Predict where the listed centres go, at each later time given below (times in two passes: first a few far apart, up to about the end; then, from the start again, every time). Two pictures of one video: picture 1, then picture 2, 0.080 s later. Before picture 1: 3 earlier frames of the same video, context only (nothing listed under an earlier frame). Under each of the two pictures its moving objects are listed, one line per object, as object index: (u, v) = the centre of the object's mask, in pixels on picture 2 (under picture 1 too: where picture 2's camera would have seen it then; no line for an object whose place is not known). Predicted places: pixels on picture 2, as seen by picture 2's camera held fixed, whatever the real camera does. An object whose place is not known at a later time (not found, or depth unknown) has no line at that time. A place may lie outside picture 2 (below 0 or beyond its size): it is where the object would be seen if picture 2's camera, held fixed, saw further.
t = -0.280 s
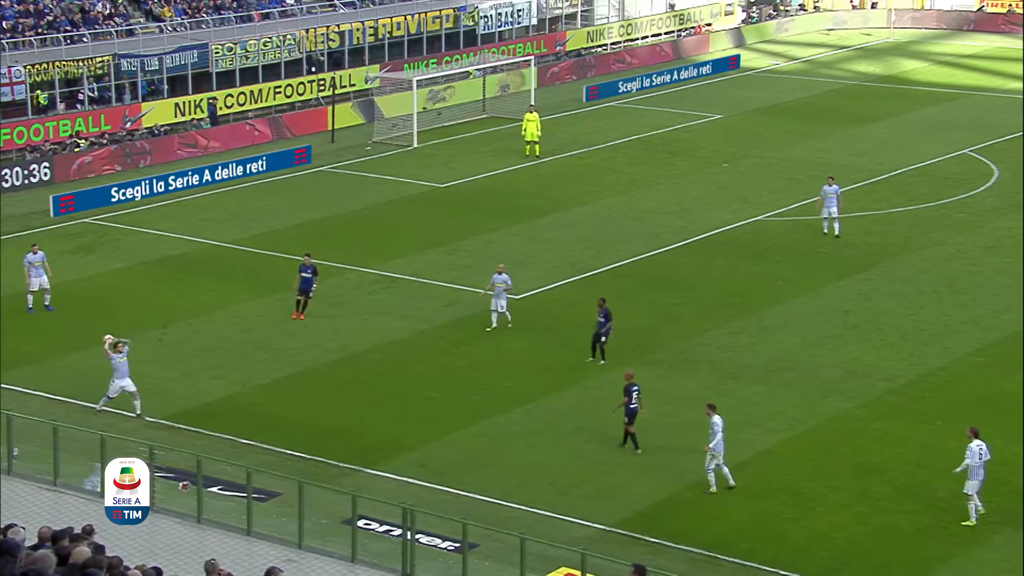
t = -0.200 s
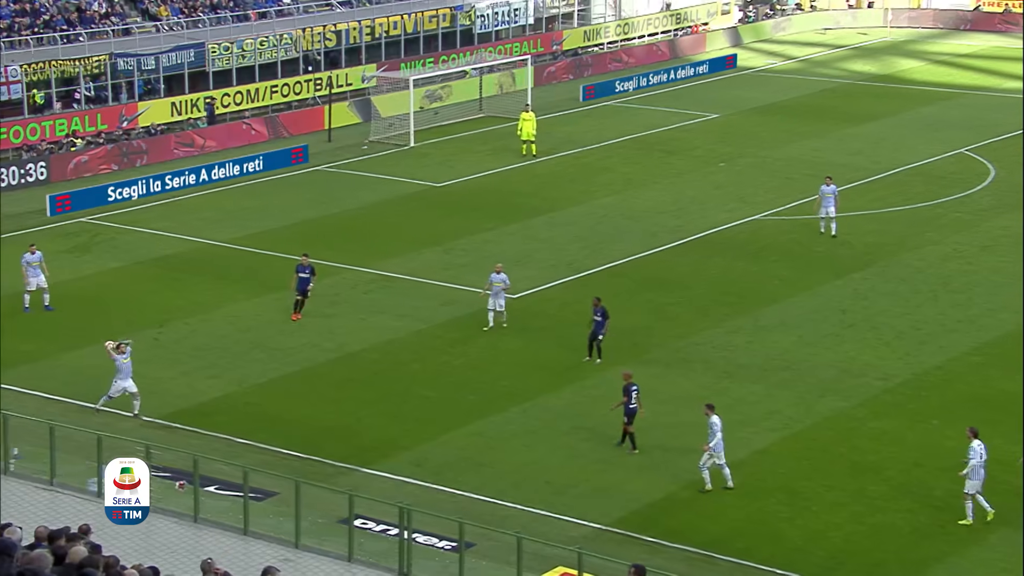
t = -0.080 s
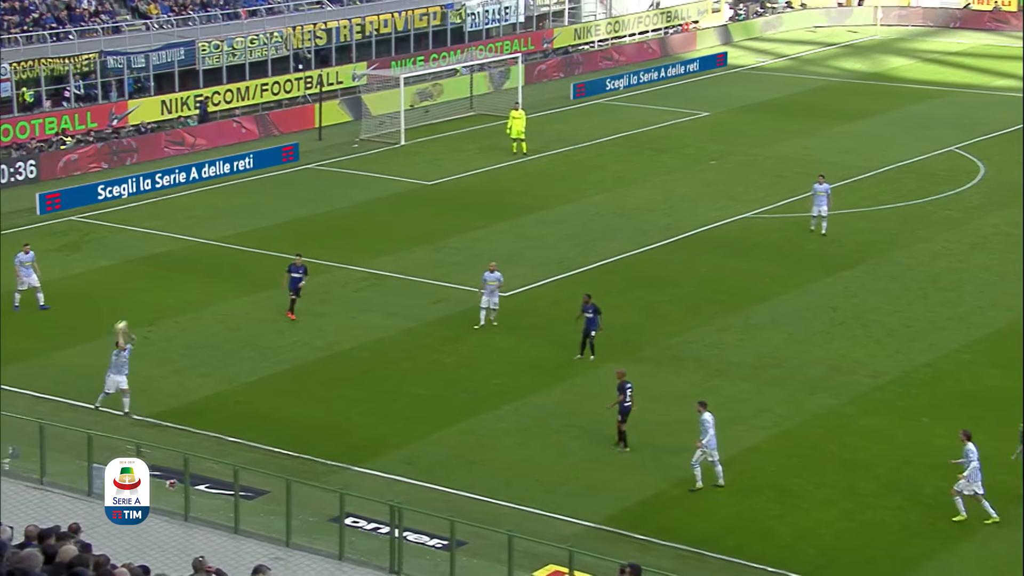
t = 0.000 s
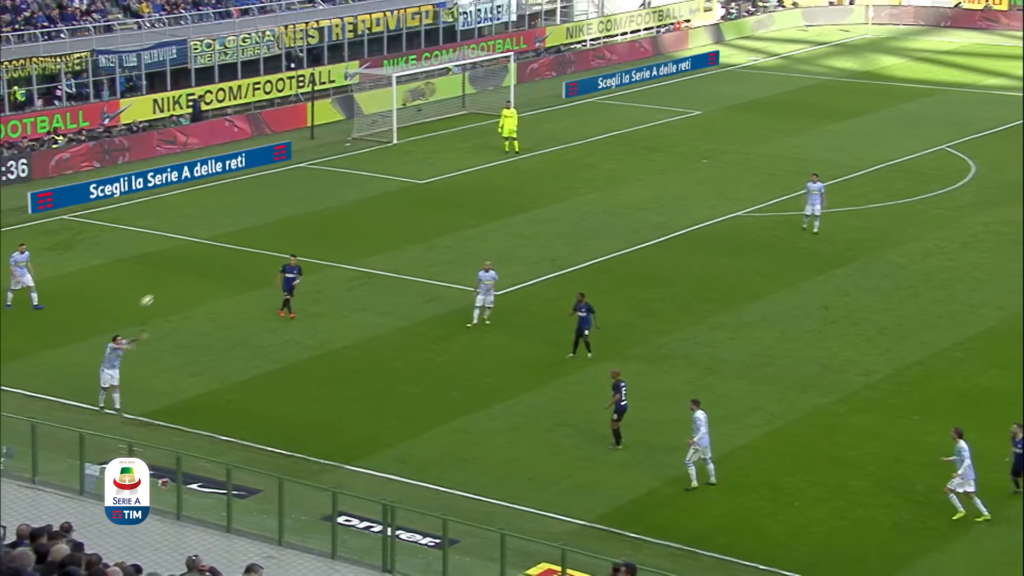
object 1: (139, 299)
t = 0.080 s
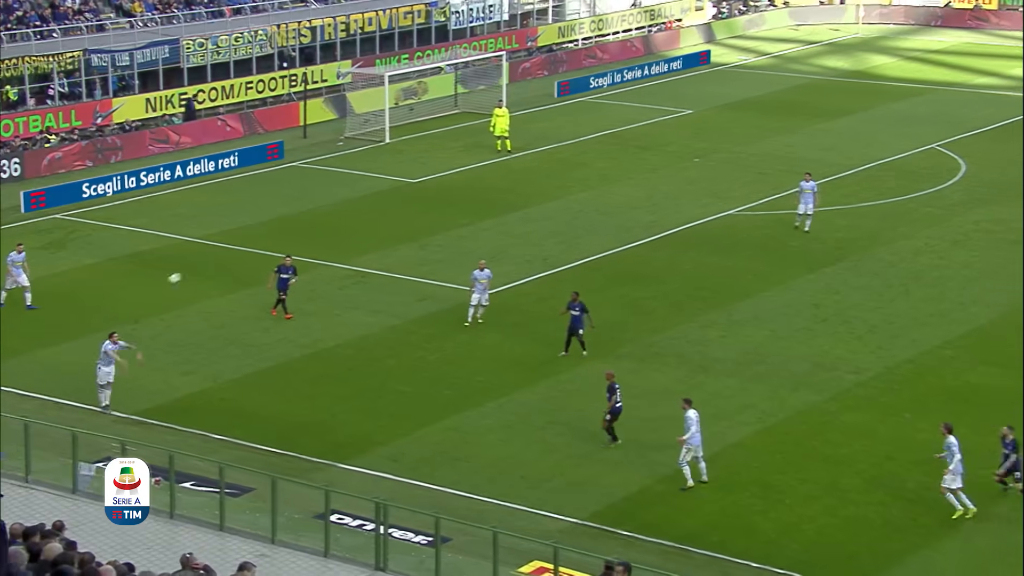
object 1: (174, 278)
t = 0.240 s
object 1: (245, 245)
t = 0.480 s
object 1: (354, 220)
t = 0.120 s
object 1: (192, 268)
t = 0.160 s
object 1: (210, 260)
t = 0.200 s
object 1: (227, 253)
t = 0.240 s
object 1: (245, 245)
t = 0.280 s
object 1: (263, 239)
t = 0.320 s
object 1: (282, 233)
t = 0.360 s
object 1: (300, 230)
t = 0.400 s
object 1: (318, 225)
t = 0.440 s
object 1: (336, 223)
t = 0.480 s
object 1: (354, 220)
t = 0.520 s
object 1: (372, 219)
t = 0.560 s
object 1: (391, 219)
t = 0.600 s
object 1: (409, 219)
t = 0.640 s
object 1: (427, 220)
